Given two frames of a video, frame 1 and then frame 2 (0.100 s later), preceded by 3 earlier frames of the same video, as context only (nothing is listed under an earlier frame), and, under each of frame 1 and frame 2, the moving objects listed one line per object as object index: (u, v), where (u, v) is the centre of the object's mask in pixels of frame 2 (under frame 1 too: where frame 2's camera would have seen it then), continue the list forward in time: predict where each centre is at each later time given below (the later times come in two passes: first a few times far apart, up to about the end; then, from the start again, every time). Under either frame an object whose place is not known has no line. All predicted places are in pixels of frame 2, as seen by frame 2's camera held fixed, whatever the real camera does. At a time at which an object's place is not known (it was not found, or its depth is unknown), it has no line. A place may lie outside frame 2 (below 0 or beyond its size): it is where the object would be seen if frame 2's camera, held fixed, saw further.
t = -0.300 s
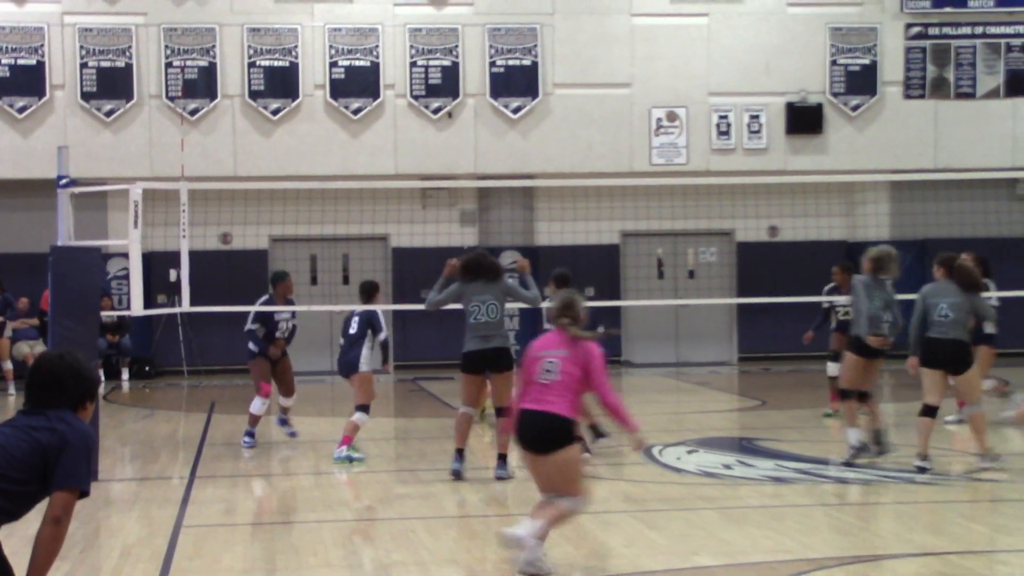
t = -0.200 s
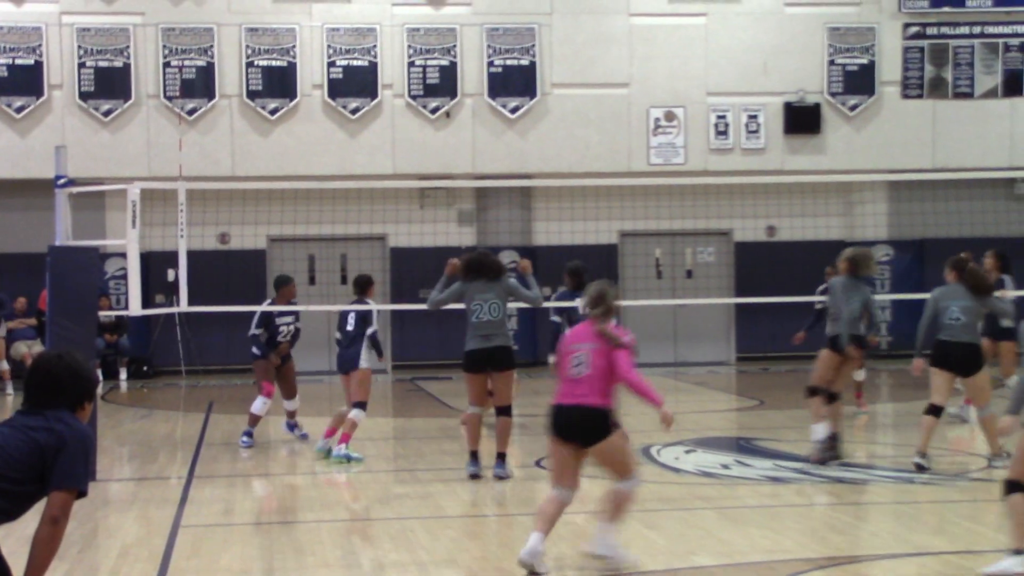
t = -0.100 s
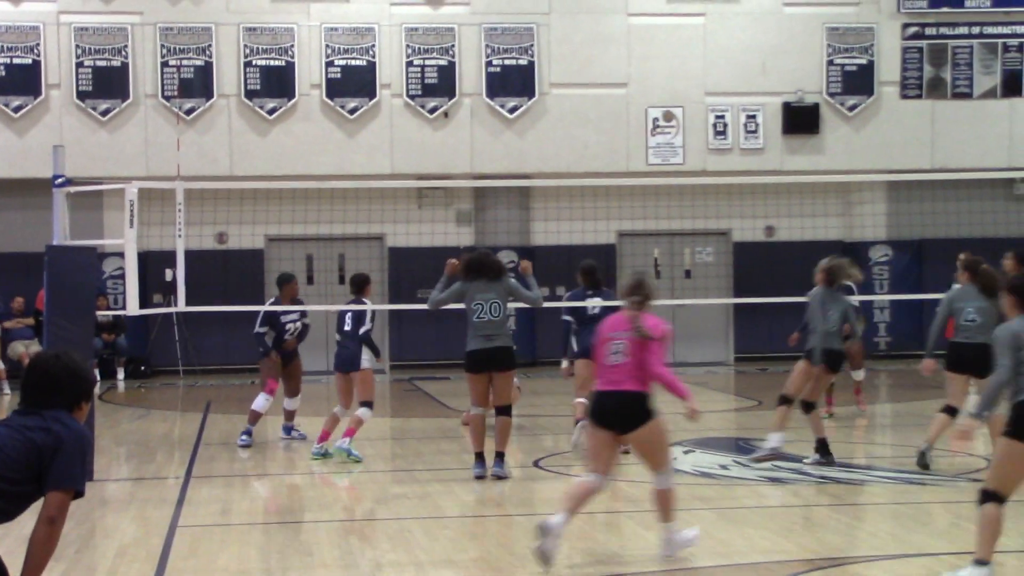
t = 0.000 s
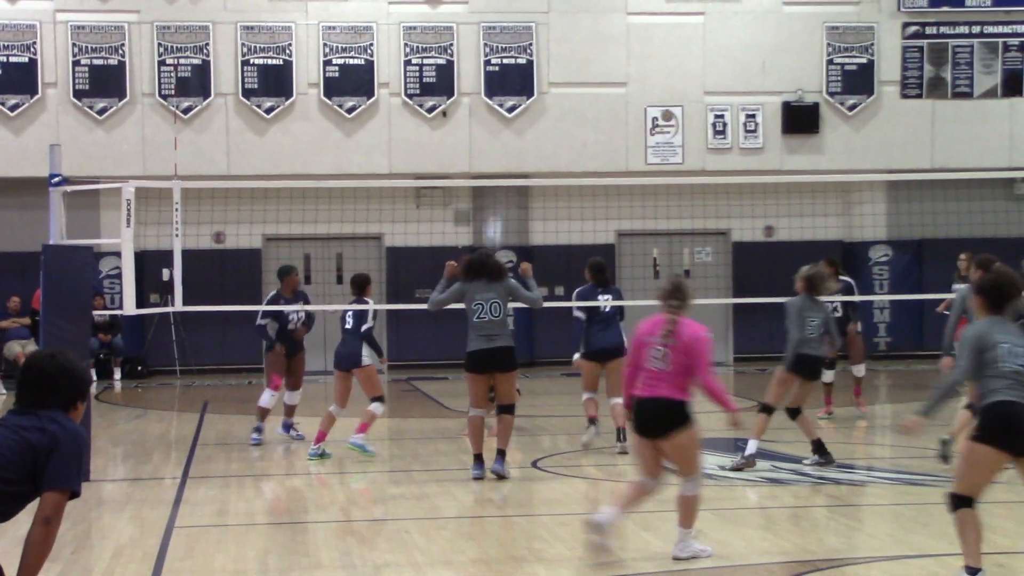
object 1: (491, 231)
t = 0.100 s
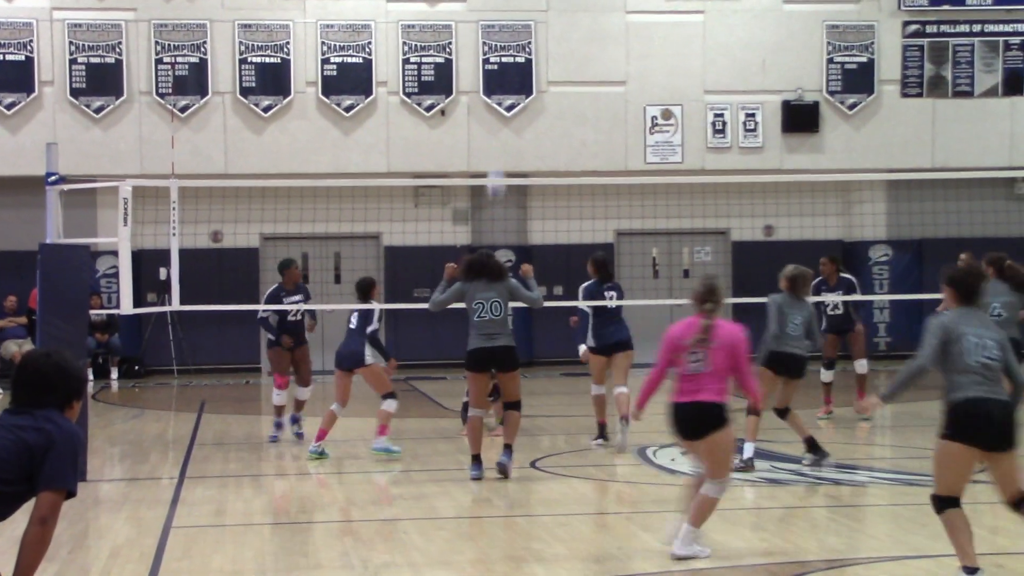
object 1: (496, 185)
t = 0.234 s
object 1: (501, 131)
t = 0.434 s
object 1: (509, 86)
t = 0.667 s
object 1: (520, 86)
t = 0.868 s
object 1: (532, 133)
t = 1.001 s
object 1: (539, 194)
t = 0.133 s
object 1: (496, 166)
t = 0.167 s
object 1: (498, 155)
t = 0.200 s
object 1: (500, 143)
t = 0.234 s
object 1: (501, 131)
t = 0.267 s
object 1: (502, 121)
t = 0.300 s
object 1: (503, 110)
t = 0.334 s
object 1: (506, 103)
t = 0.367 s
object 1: (506, 97)
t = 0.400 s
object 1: (508, 90)
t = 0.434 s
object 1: (509, 86)
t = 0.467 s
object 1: (511, 83)
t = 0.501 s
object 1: (512, 81)
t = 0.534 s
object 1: (514, 81)
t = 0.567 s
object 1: (515, 80)
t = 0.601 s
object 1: (517, 81)
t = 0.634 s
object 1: (519, 84)
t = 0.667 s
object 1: (520, 86)
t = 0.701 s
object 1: (522, 90)
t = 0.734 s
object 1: (523, 96)
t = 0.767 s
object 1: (526, 103)
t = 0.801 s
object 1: (527, 113)
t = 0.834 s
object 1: (529, 123)
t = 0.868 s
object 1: (532, 133)
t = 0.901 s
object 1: (533, 146)
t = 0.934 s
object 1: (536, 160)
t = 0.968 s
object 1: (537, 176)
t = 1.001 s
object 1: (539, 194)
